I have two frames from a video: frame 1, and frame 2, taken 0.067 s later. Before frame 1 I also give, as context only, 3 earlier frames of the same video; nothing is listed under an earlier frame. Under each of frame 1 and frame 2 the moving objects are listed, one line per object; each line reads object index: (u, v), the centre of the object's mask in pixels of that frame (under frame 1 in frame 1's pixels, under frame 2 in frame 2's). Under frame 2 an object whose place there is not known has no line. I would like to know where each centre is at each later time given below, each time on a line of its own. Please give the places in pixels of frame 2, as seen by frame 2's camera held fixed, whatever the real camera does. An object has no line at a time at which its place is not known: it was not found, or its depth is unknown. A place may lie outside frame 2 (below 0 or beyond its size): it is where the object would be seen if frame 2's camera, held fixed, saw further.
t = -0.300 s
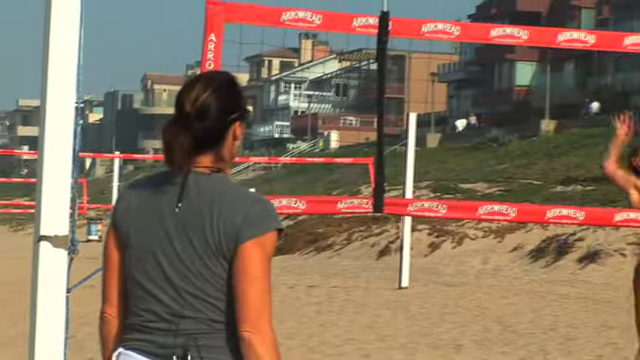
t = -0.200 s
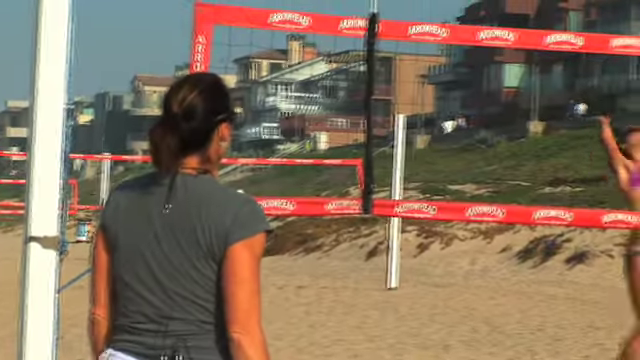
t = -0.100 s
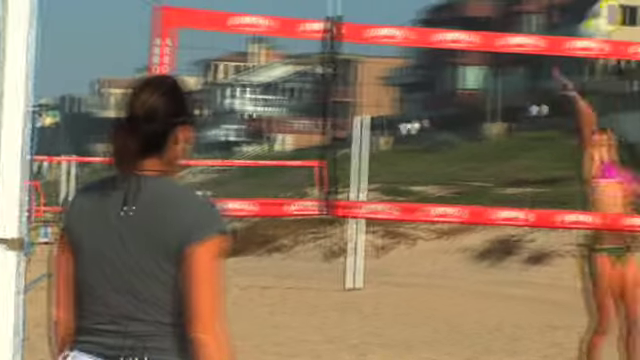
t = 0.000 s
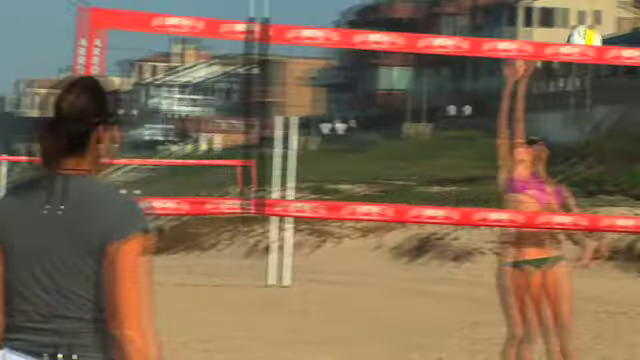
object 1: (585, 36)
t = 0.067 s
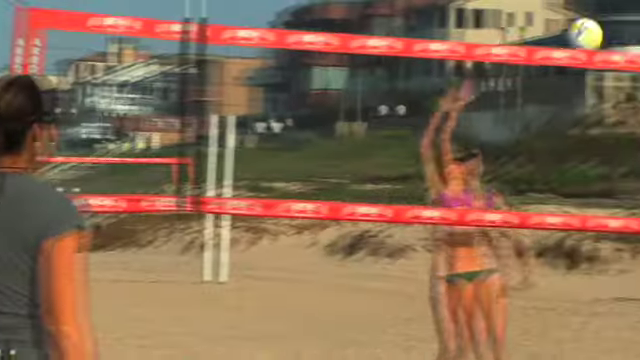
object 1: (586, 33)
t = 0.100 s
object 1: (621, 32)
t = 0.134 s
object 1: (660, 32)
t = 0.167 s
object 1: (700, 33)
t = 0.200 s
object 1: (738, 36)
